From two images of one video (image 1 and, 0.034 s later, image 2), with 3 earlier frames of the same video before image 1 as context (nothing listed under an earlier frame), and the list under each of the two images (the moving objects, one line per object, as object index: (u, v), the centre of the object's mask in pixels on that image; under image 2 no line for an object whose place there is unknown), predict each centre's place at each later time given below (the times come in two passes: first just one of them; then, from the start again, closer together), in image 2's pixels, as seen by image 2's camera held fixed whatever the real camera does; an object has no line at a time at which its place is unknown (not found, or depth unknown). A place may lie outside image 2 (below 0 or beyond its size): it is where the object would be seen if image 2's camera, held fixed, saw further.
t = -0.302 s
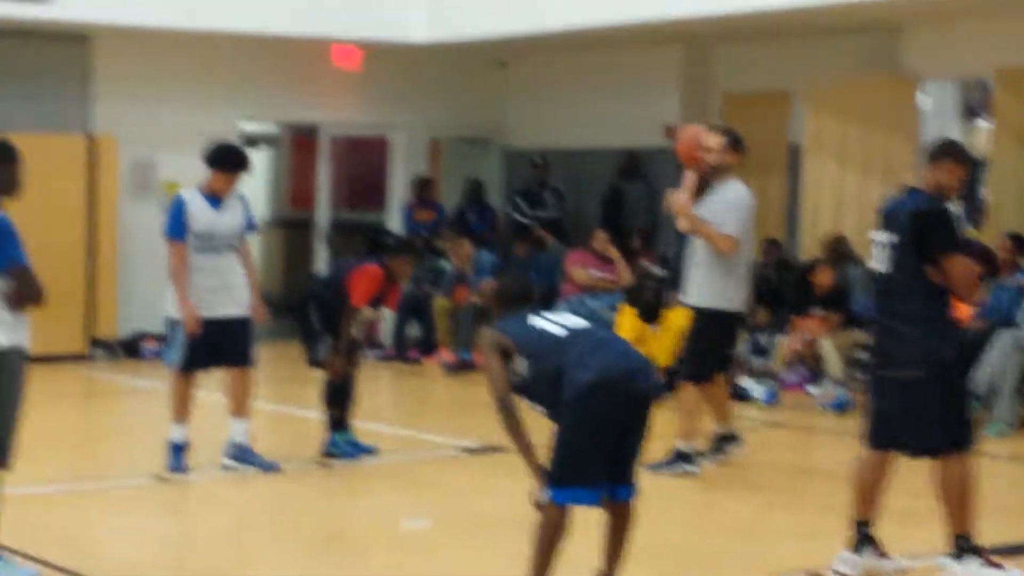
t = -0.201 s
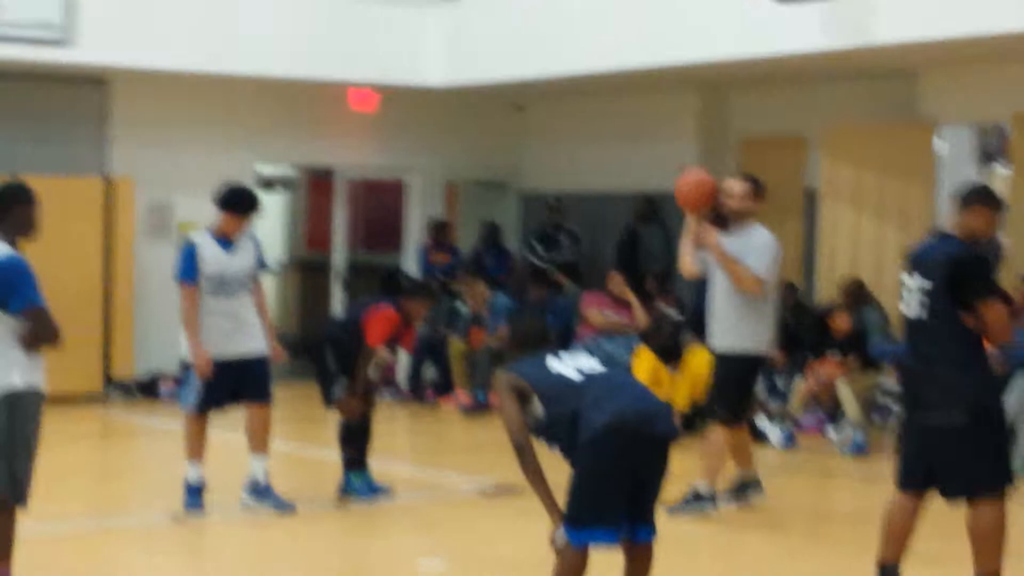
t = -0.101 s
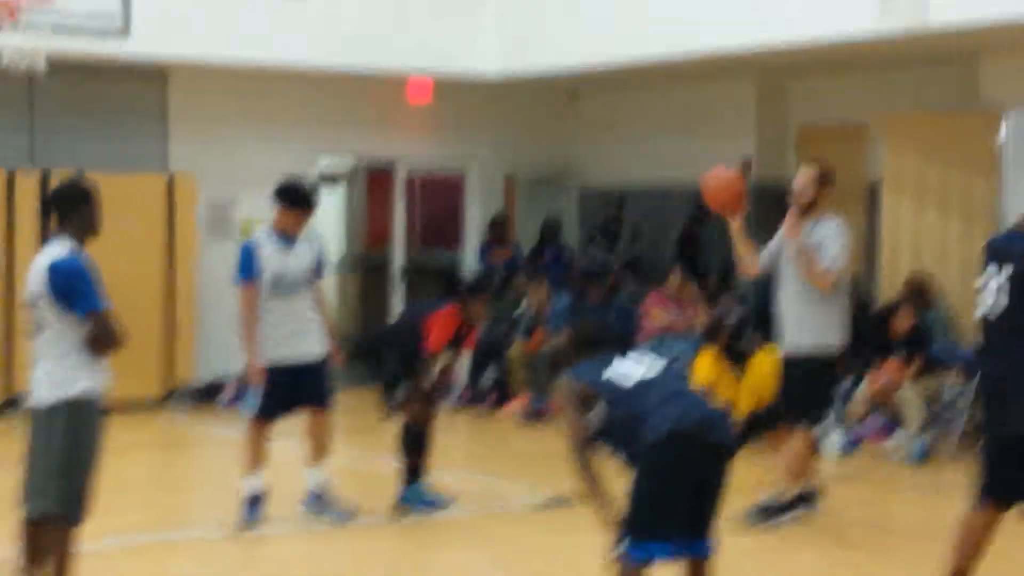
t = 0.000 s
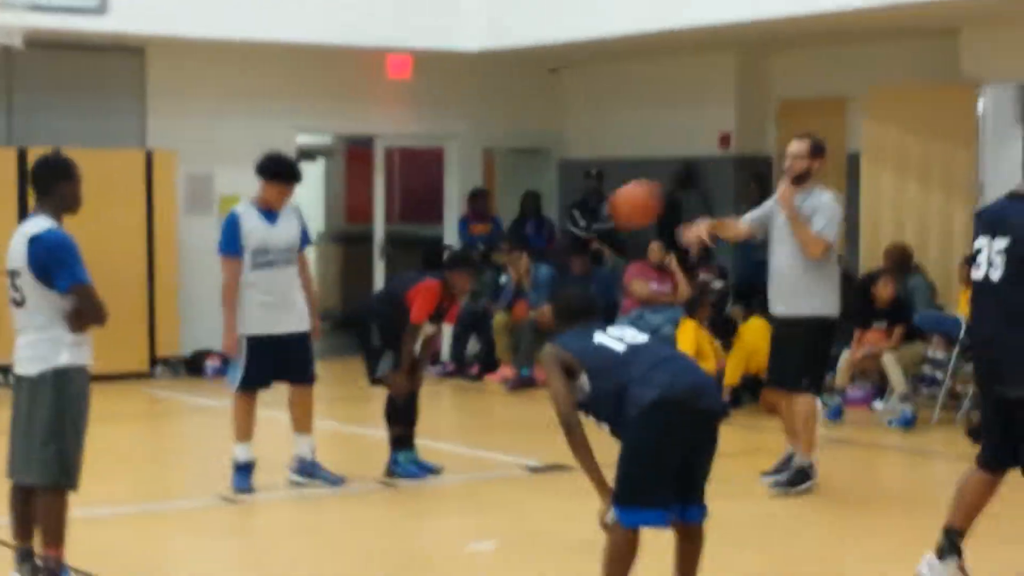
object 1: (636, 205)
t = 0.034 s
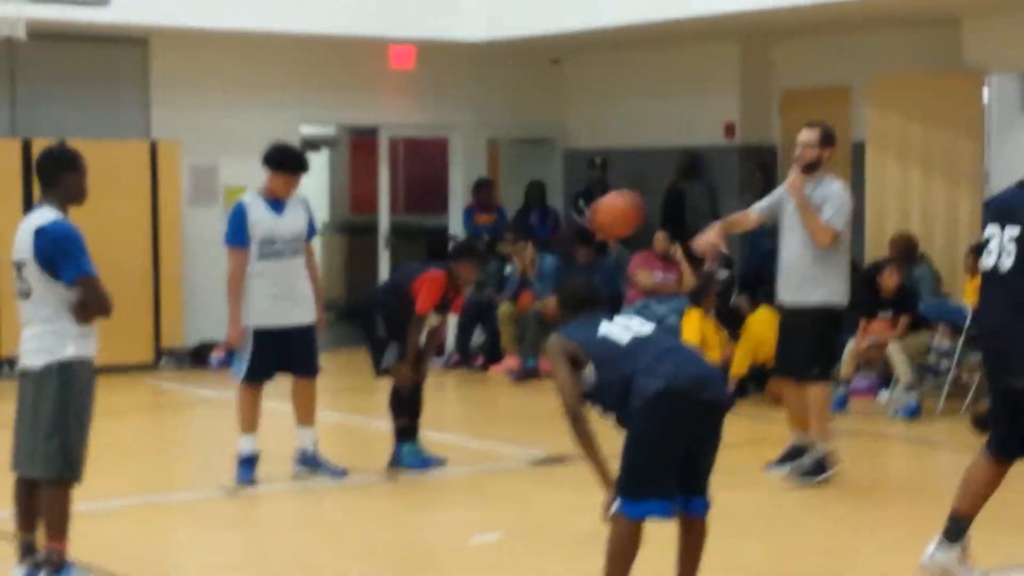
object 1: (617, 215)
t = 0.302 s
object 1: (395, 474)
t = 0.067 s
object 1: (589, 237)
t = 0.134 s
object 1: (538, 294)
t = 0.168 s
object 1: (514, 323)
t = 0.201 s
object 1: (490, 352)
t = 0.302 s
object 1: (395, 474)
